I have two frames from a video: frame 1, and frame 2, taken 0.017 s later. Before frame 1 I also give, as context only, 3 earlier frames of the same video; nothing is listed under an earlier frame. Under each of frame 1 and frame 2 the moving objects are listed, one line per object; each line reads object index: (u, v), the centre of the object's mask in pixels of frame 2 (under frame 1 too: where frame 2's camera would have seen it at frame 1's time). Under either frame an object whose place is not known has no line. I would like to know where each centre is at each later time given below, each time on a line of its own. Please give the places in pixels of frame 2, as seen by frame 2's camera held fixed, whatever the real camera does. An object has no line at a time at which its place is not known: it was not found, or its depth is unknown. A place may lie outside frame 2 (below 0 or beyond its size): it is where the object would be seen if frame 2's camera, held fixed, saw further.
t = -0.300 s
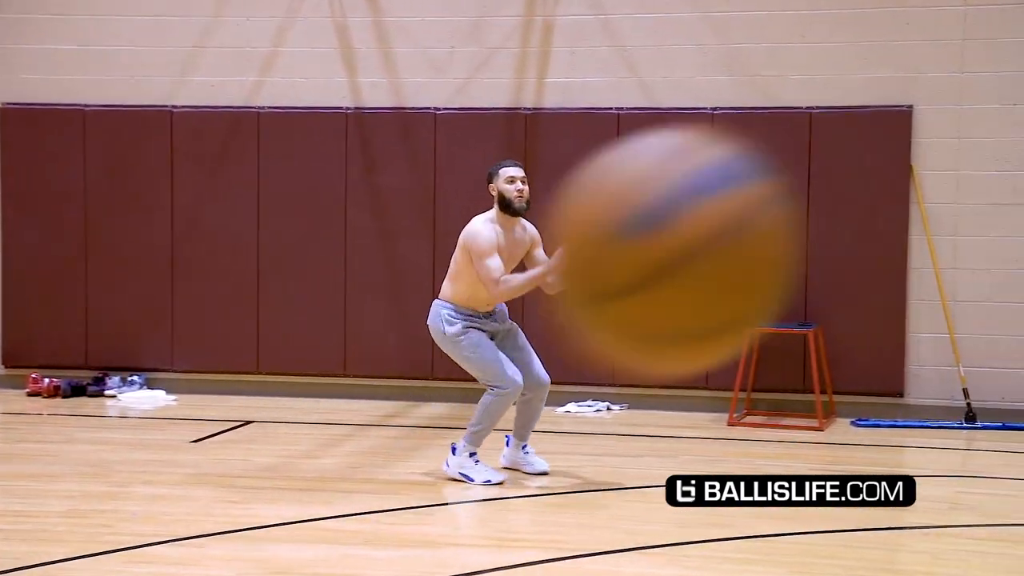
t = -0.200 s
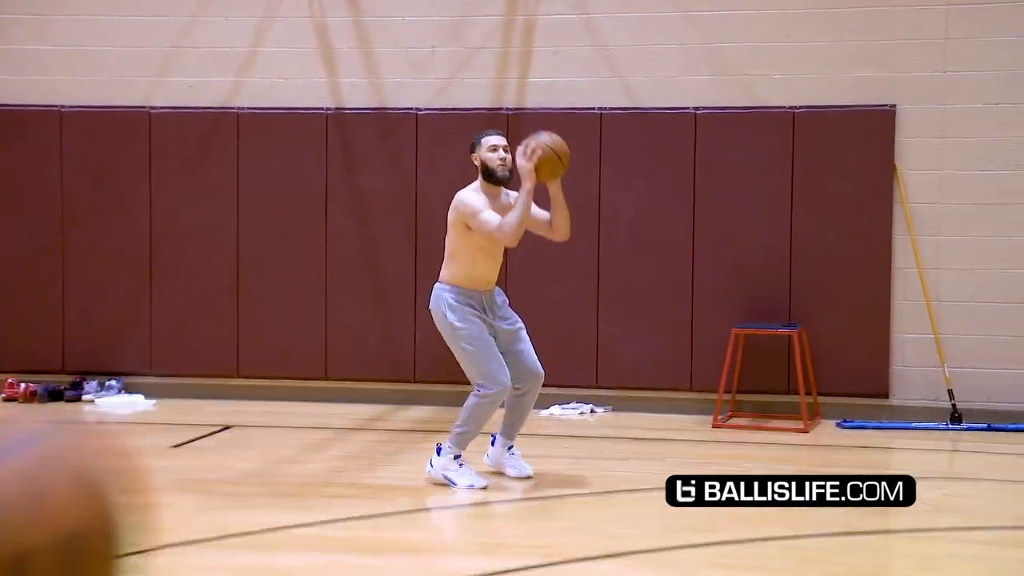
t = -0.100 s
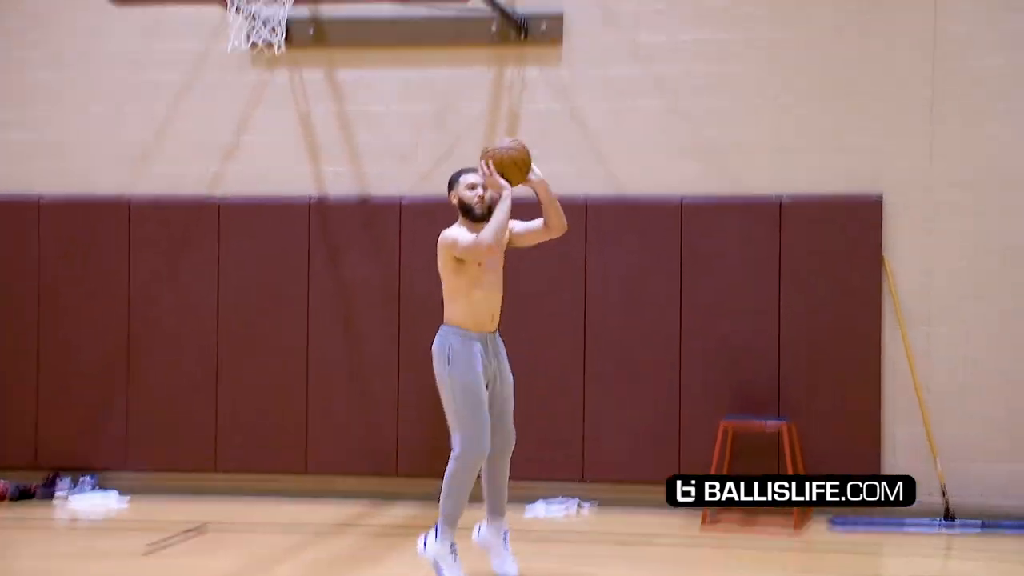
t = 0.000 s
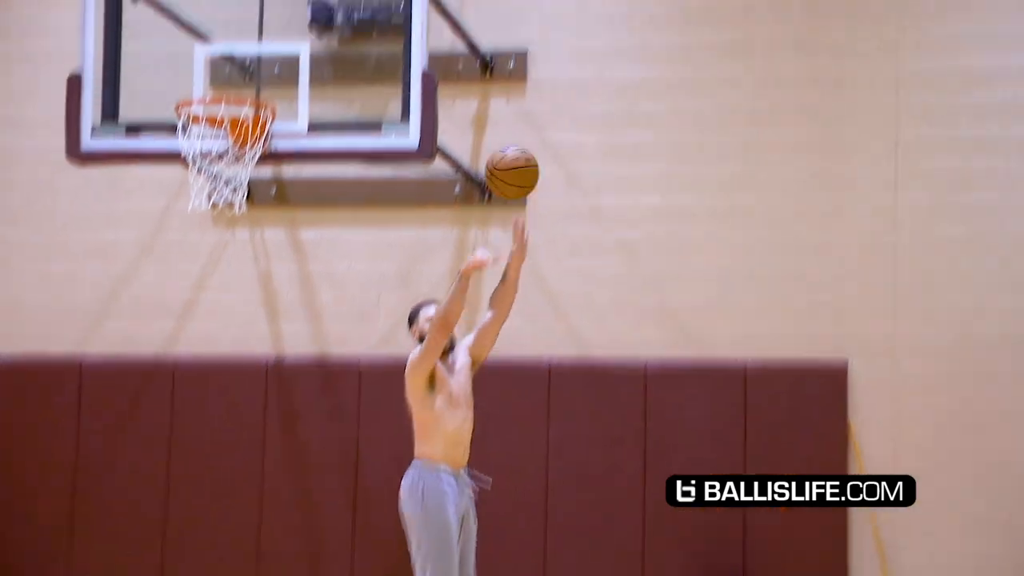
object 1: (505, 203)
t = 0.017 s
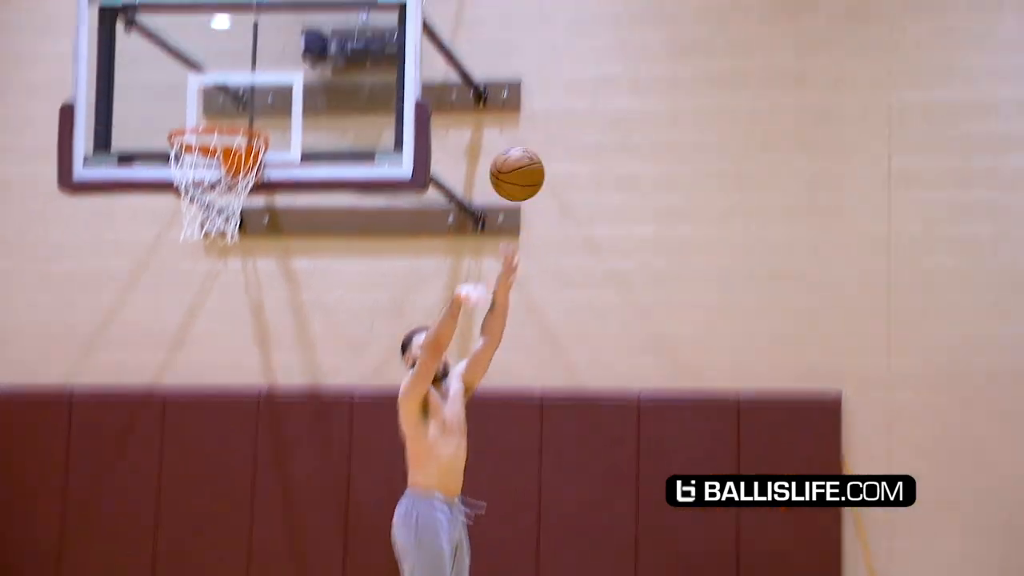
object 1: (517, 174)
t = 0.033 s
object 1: (529, 146)
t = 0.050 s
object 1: (542, 118)
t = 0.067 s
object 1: (555, 90)
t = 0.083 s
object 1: (568, 62)
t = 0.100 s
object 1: (581, 34)
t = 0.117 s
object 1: (595, 6)
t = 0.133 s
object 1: (609, -23)
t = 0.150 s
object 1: (623, -51)
